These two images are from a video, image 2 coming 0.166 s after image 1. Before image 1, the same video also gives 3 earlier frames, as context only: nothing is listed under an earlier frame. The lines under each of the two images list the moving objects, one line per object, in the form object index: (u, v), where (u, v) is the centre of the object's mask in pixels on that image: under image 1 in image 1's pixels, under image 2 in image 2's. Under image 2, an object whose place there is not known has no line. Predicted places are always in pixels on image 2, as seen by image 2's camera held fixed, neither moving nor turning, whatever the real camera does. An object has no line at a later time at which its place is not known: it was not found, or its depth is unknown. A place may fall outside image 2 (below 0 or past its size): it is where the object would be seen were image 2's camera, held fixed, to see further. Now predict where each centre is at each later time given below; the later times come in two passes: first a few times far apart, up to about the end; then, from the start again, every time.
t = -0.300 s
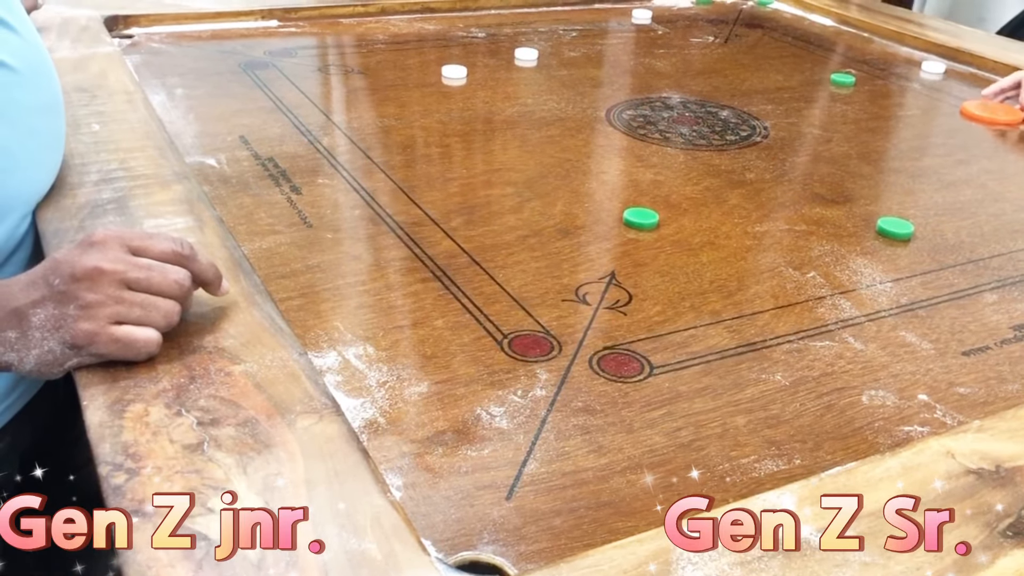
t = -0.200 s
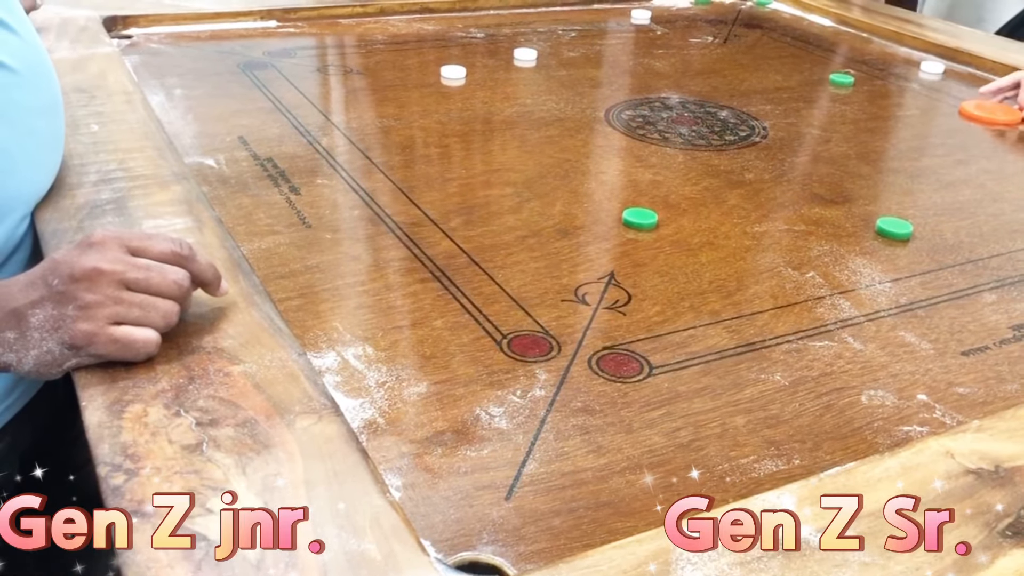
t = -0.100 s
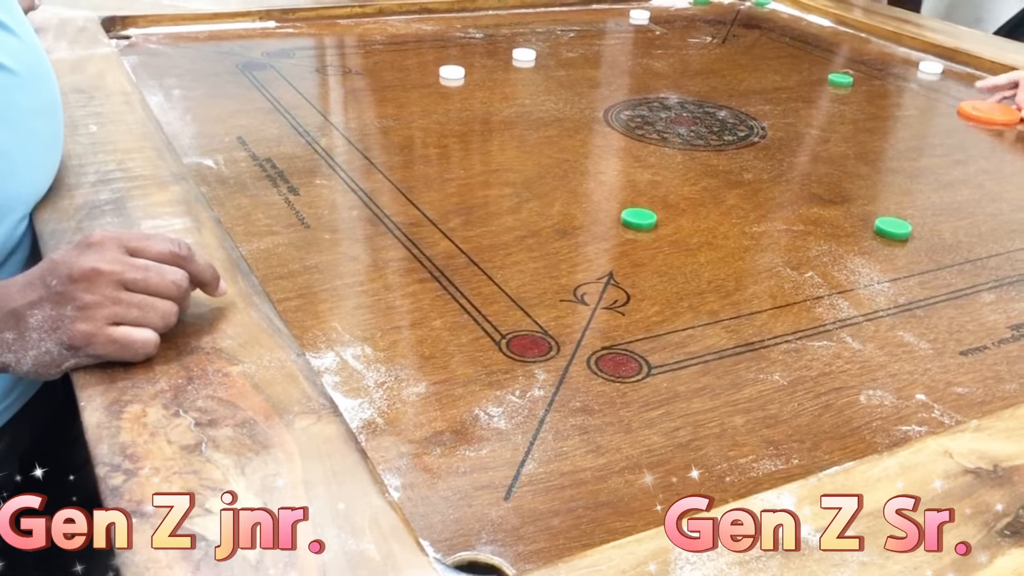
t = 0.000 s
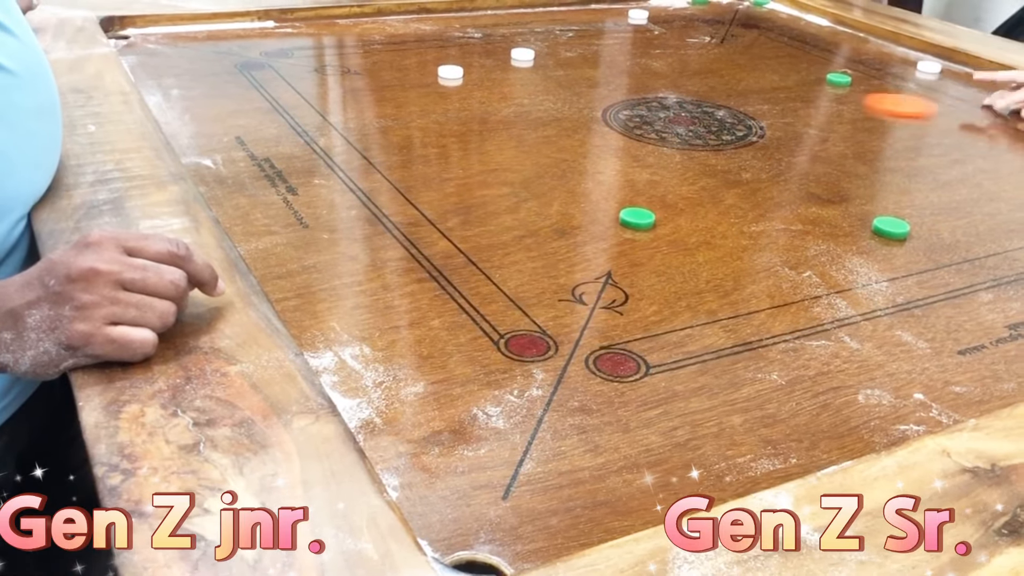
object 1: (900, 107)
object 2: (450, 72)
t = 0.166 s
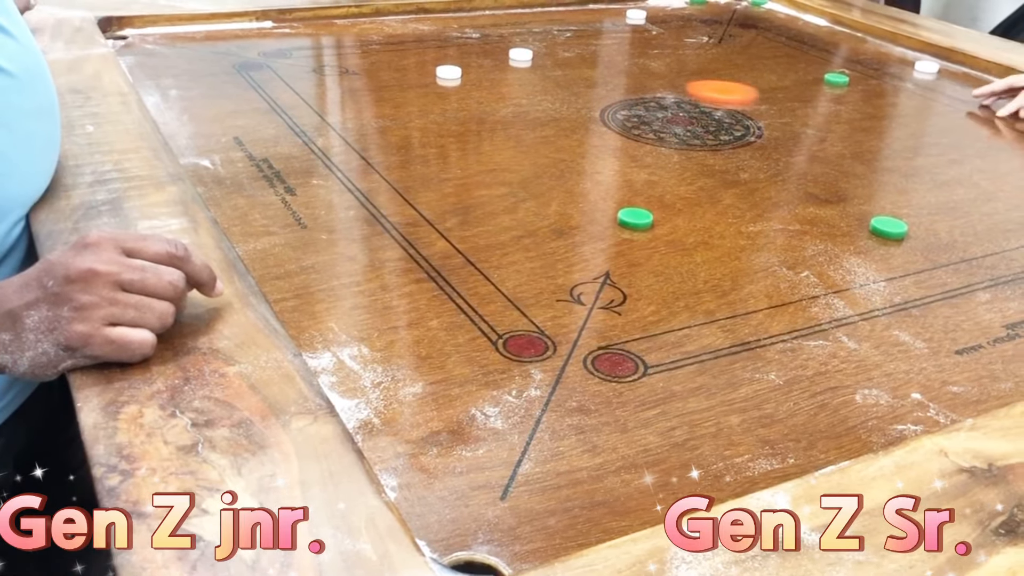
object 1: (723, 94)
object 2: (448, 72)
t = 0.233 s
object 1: (659, 87)
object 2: (448, 72)
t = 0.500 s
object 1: (463, 73)
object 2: (385, 68)
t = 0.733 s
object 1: (381, 66)
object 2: (149, 52)
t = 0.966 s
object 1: (339, 63)
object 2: (218, 31)
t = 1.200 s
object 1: (333, 63)
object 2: (289, 24)
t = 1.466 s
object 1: (333, 63)
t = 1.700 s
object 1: (333, 63)
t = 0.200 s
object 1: (691, 90)
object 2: (449, 73)
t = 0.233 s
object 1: (659, 87)
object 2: (448, 72)
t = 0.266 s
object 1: (630, 85)
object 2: (448, 72)
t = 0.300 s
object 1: (602, 83)
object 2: (449, 73)
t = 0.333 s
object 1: (574, 81)
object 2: (449, 72)
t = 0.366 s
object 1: (548, 79)
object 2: (449, 72)
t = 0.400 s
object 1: (522, 78)
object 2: (449, 72)
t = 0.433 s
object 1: (496, 75)
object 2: (449, 72)
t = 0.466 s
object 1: (477, 74)
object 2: (422, 70)
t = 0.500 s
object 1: (463, 73)
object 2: (385, 68)
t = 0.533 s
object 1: (449, 72)
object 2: (349, 66)
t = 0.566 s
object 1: (436, 70)
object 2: (313, 63)
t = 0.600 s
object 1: (424, 70)
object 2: (278, 61)
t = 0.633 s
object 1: (412, 69)
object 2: (245, 59)
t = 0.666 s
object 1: (401, 68)
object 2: (212, 57)
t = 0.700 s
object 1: (391, 67)
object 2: (180, 55)
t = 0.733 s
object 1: (381, 66)
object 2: (149, 52)
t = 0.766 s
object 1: (373, 65)
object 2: (125, 50)
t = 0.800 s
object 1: (365, 65)
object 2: (141, 46)
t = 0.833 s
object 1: (358, 64)
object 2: (158, 42)
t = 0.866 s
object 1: (352, 64)
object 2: (175, 39)
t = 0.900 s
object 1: (346, 63)
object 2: (190, 36)
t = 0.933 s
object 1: (342, 63)
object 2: (205, 34)
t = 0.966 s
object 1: (339, 63)
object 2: (218, 31)
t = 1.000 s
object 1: (336, 63)
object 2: (230, 28)
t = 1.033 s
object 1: (334, 63)
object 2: (243, 25)
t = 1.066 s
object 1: (333, 63)
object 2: (254, 26)
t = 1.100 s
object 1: (333, 63)
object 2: (264, 25)
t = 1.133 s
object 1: (333, 63)
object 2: (274, 25)
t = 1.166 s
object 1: (333, 63)
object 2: (282, 25)
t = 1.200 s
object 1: (333, 63)
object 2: (289, 24)
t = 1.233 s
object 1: (333, 63)
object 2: (296, 25)
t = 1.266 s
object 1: (333, 63)
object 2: (303, 24)
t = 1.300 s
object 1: (333, 63)
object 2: (308, 24)
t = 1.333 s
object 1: (333, 63)
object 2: (313, 24)
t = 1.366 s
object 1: (333, 63)
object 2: (318, 24)
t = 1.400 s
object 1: (333, 63)
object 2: (322, 24)
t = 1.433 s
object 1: (333, 63)
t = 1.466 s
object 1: (333, 63)
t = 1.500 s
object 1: (333, 63)
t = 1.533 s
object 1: (332, 63)
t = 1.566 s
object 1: (332, 63)
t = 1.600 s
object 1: (333, 63)
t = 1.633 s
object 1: (333, 63)
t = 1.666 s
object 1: (333, 63)
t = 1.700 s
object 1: (333, 63)
